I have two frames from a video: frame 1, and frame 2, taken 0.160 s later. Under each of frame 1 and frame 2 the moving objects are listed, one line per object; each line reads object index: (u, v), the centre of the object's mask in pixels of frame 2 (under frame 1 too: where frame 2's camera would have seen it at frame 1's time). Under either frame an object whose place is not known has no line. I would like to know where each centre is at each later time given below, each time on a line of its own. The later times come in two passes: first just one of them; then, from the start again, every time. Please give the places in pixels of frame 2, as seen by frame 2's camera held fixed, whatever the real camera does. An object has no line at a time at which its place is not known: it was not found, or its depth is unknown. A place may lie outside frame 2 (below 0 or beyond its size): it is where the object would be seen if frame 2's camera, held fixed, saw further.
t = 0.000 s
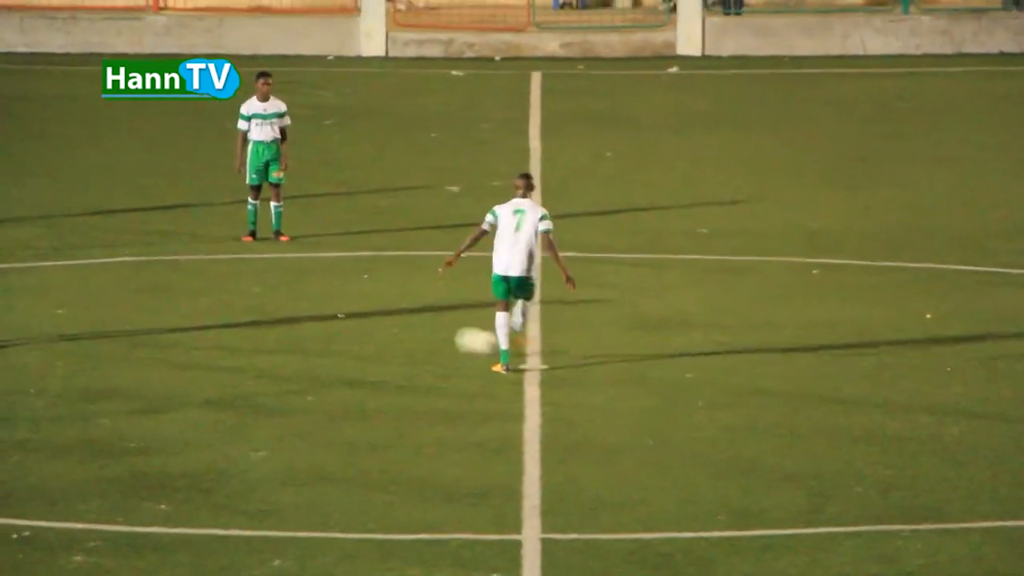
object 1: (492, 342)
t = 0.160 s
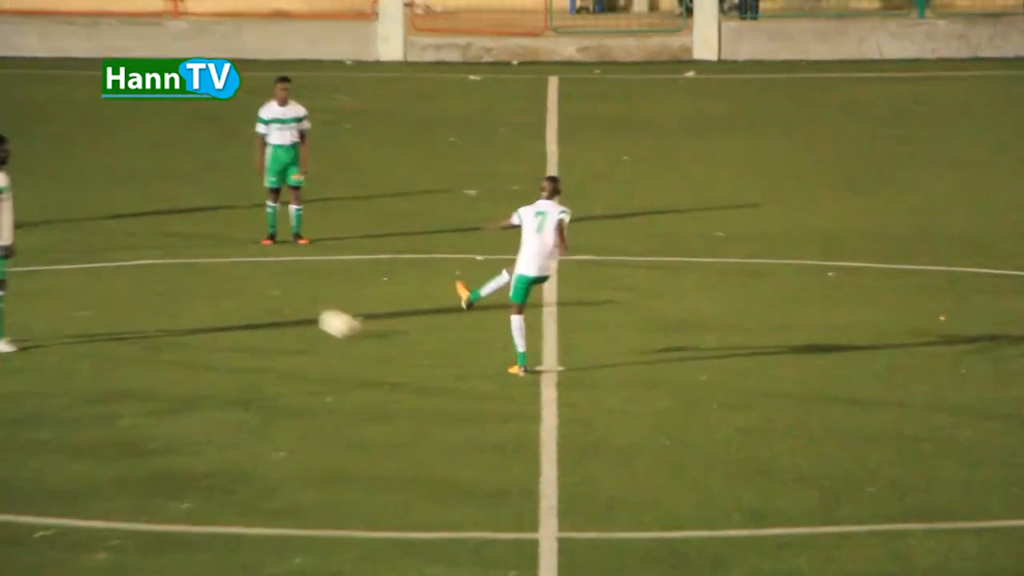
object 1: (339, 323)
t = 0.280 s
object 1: (243, 303)
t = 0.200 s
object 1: (306, 314)
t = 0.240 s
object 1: (278, 309)
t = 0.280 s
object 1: (243, 303)
